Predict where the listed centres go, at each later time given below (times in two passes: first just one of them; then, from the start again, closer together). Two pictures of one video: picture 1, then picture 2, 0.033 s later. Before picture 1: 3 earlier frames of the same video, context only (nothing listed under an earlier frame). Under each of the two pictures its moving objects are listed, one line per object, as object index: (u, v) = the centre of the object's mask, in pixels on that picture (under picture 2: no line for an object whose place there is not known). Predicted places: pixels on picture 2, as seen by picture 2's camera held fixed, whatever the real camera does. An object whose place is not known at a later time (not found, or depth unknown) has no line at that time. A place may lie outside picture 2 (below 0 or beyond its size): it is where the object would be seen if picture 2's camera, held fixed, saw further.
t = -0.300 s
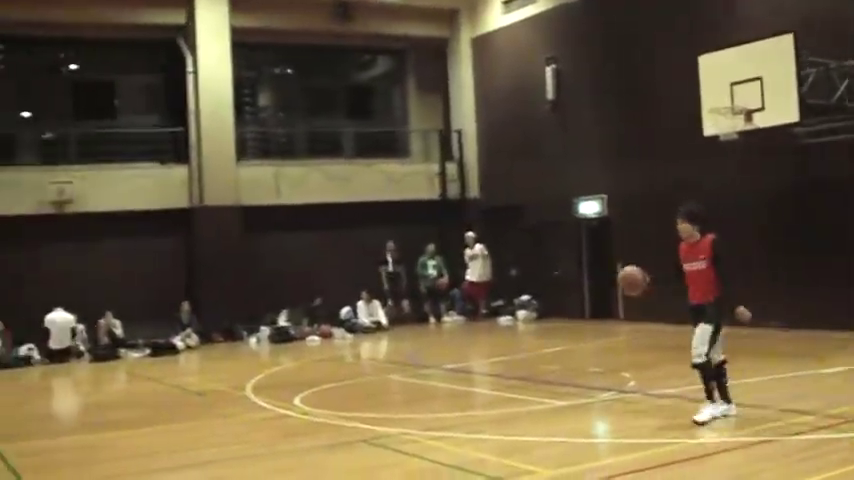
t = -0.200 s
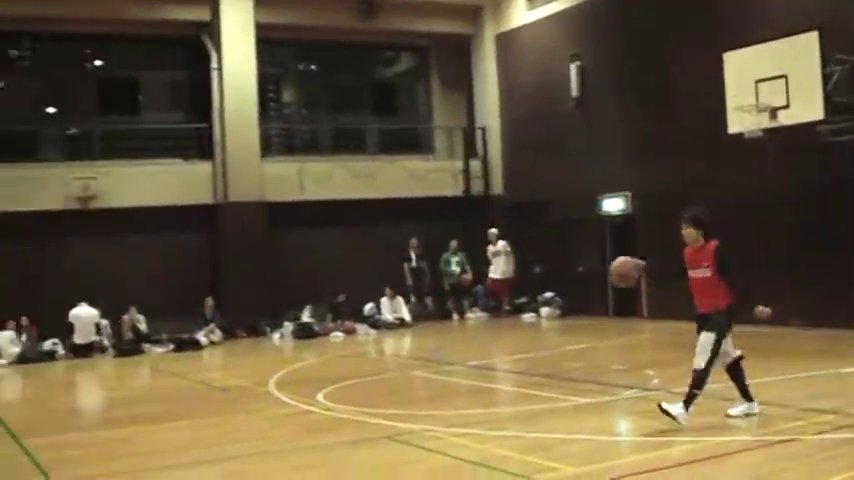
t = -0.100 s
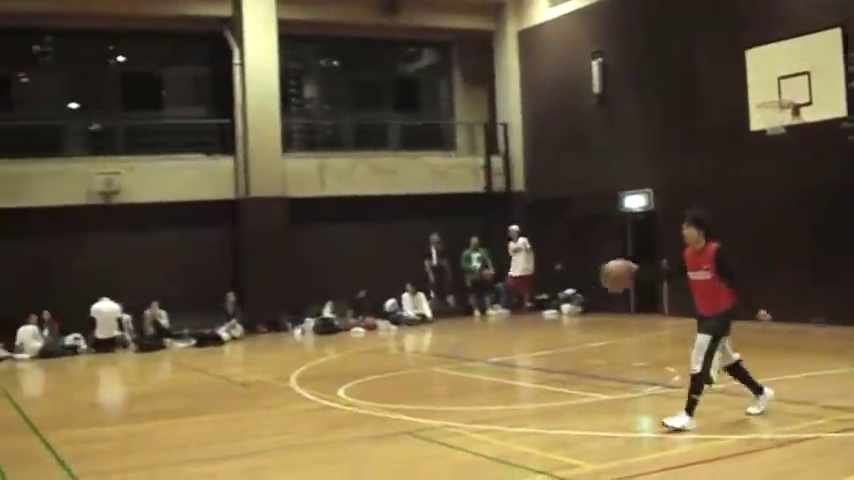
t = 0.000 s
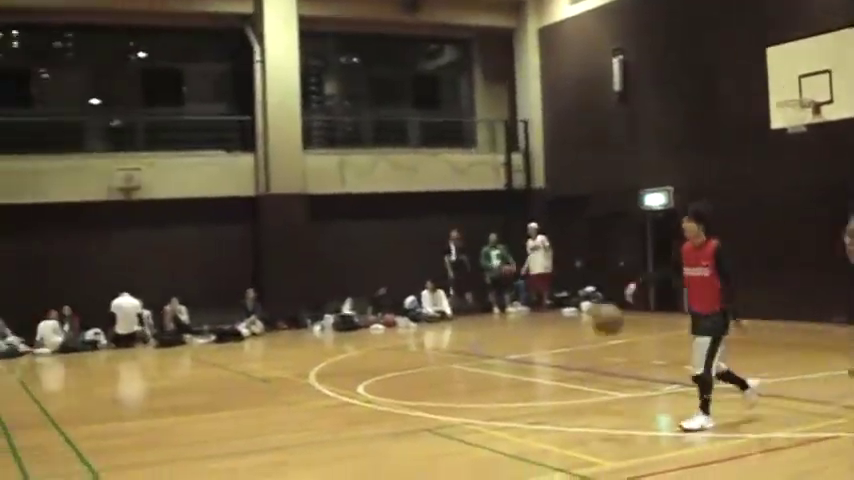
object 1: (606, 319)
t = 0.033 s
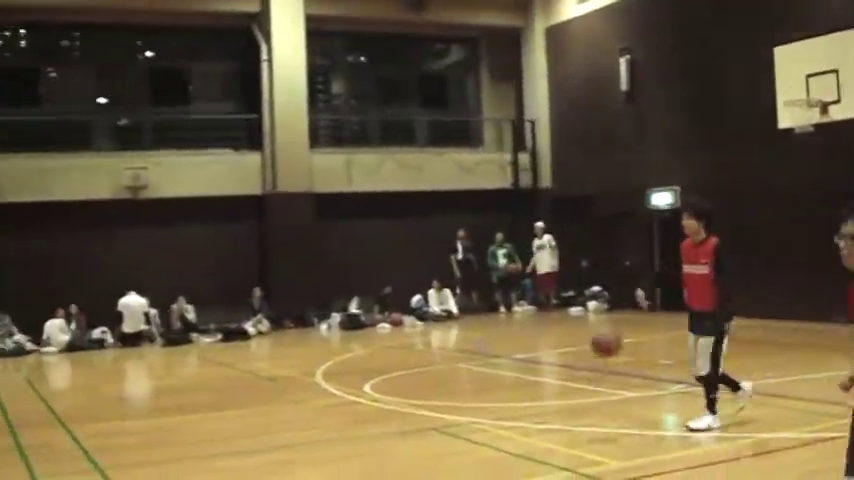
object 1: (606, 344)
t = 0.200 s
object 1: (573, 393)
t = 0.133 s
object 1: (580, 421)
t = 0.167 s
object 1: (576, 411)
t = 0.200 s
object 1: (573, 393)
